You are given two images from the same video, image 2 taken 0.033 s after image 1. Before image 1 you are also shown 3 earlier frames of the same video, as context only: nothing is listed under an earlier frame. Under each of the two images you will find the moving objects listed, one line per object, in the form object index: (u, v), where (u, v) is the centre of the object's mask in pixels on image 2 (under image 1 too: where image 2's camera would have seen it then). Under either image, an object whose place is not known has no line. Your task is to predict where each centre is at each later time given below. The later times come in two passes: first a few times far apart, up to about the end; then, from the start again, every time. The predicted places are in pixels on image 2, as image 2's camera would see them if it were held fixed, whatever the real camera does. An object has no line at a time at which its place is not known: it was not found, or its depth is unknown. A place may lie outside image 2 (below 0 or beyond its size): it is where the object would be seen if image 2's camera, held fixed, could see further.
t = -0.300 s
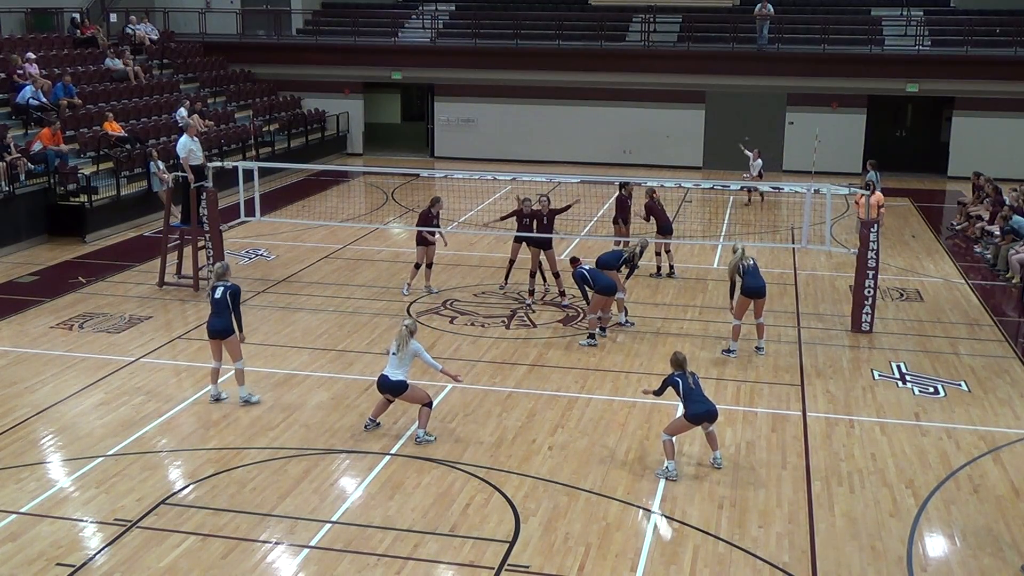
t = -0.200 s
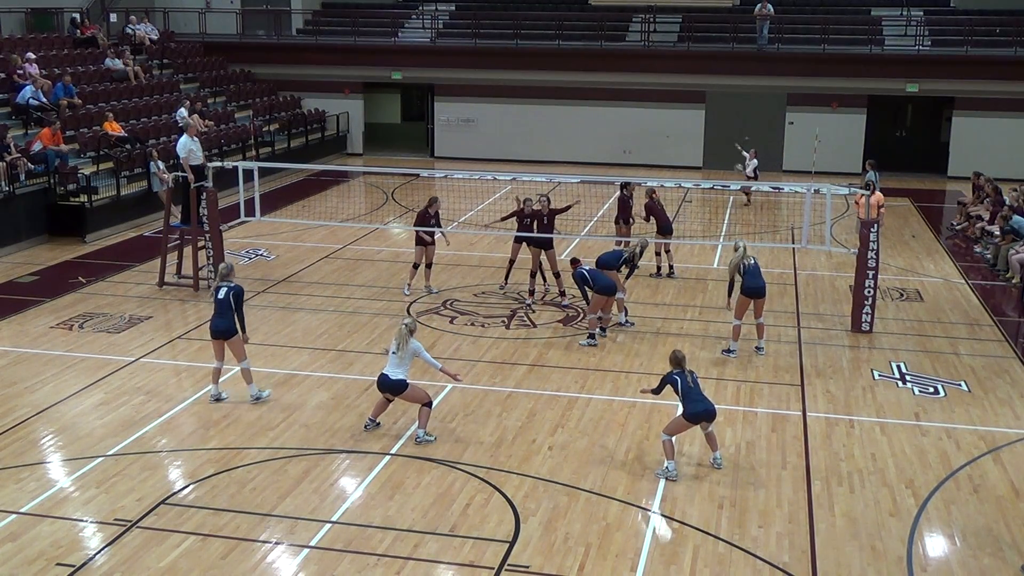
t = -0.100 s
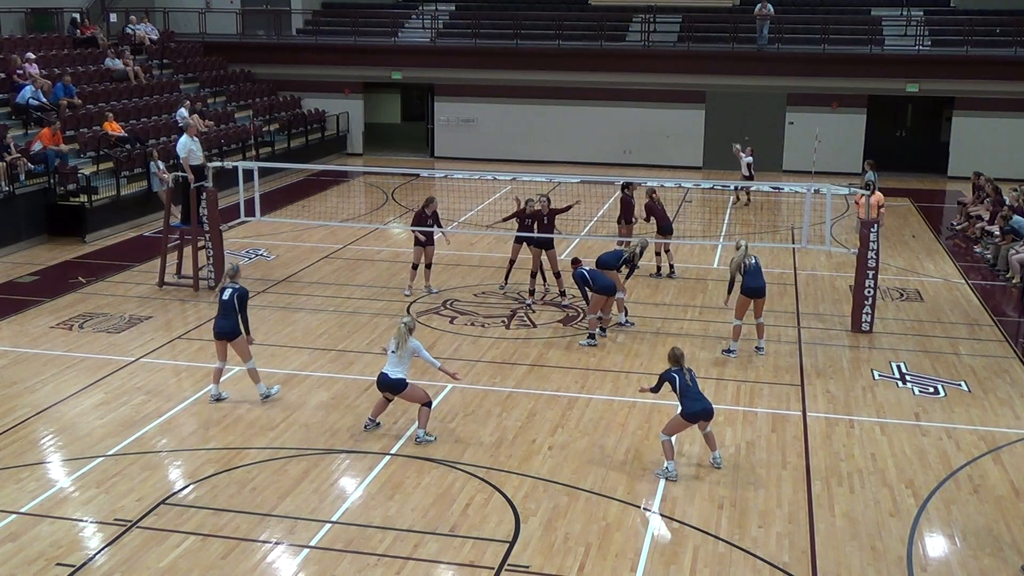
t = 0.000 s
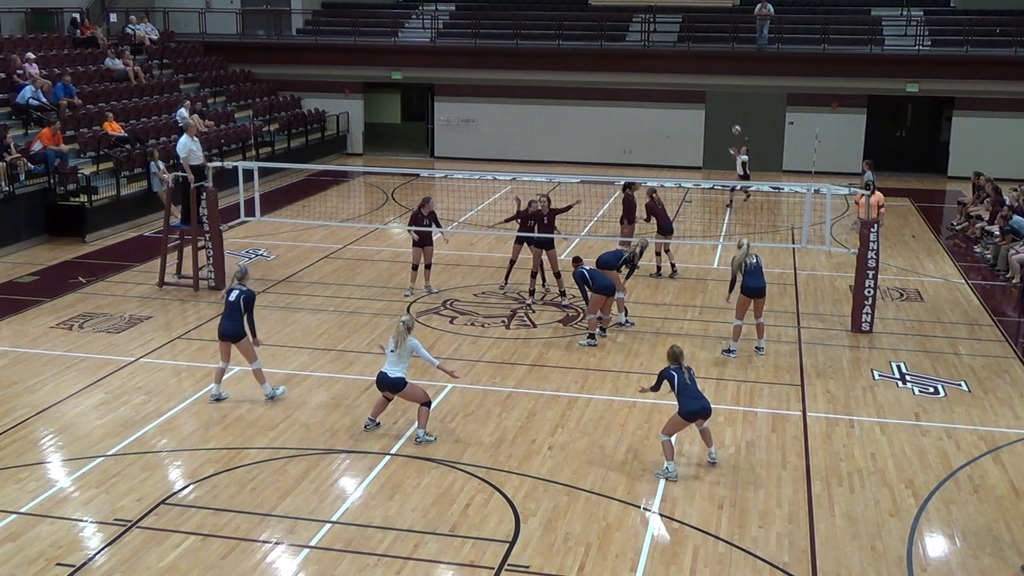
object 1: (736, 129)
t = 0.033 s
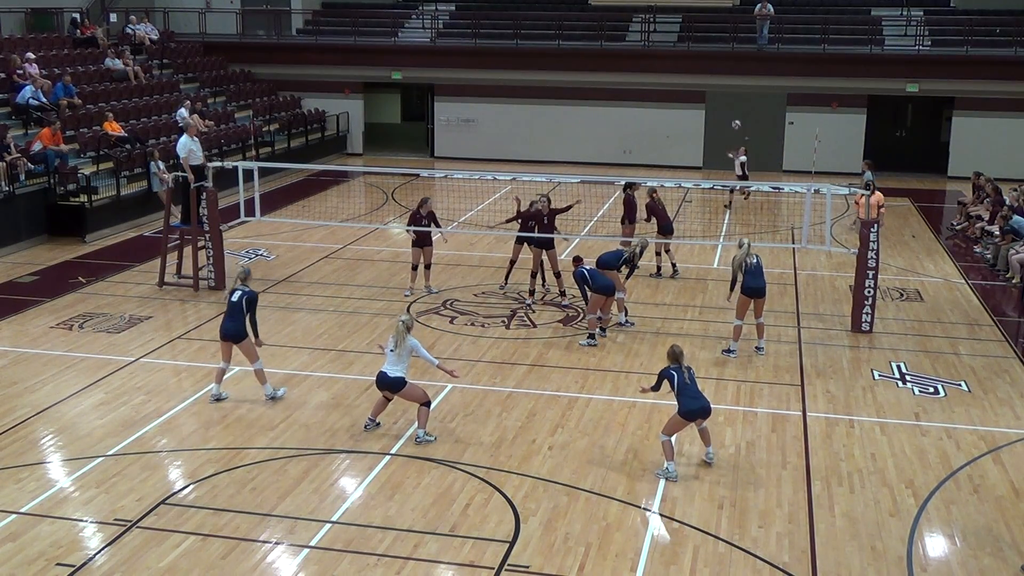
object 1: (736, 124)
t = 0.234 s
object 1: (734, 101)
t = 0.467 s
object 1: (731, 96)
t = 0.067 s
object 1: (736, 119)
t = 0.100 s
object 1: (736, 115)
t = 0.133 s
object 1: (735, 111)
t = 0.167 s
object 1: (735, 107)
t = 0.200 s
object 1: (735, 104)
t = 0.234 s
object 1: (734, 101)
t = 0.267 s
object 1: (734, 99)
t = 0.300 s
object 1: (733, 97)
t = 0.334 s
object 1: (733, 96)
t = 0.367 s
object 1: (733, 96)
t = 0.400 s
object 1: (732, 95)
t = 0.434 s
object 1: (732, 95)
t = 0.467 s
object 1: (731, 96)
